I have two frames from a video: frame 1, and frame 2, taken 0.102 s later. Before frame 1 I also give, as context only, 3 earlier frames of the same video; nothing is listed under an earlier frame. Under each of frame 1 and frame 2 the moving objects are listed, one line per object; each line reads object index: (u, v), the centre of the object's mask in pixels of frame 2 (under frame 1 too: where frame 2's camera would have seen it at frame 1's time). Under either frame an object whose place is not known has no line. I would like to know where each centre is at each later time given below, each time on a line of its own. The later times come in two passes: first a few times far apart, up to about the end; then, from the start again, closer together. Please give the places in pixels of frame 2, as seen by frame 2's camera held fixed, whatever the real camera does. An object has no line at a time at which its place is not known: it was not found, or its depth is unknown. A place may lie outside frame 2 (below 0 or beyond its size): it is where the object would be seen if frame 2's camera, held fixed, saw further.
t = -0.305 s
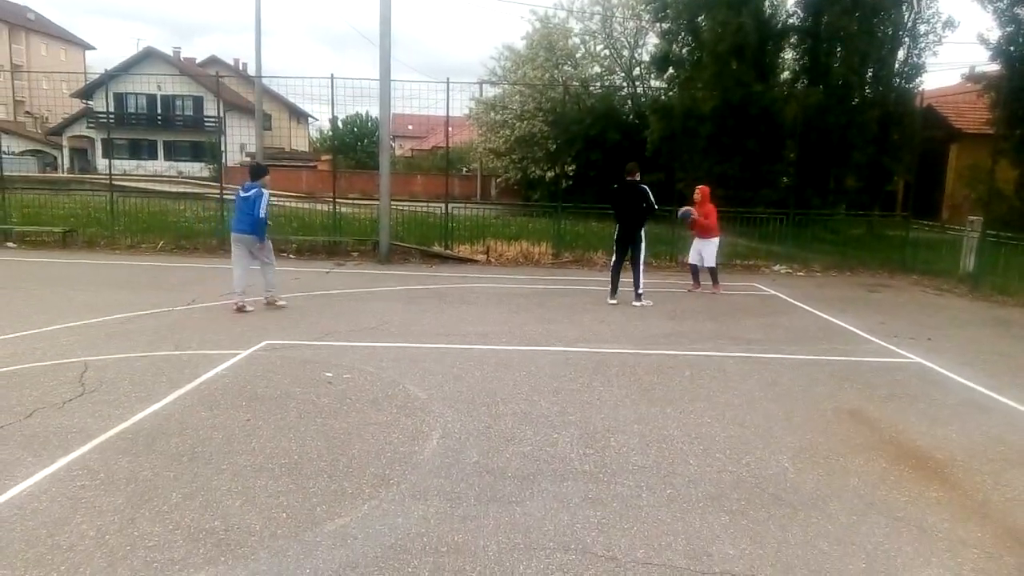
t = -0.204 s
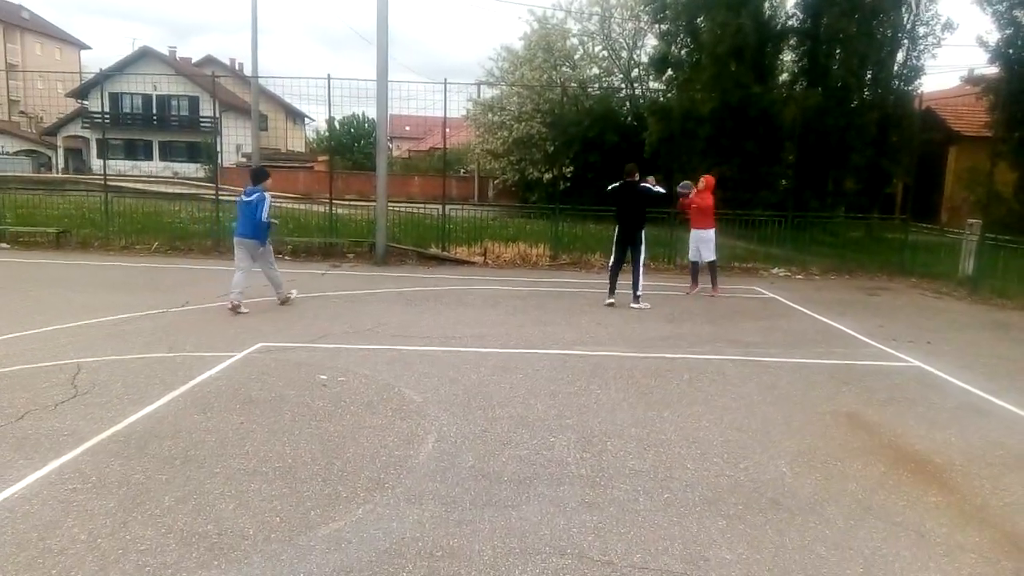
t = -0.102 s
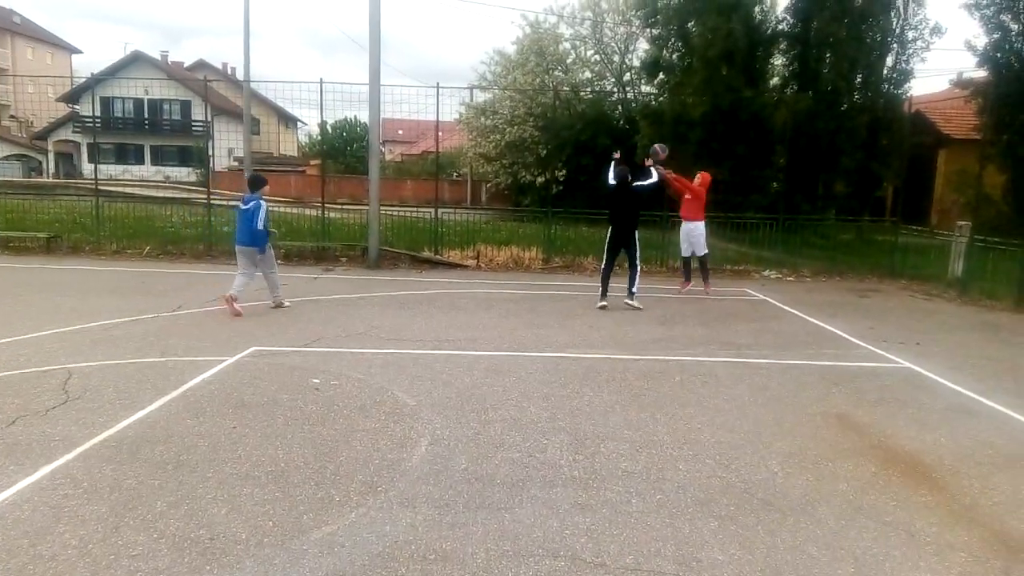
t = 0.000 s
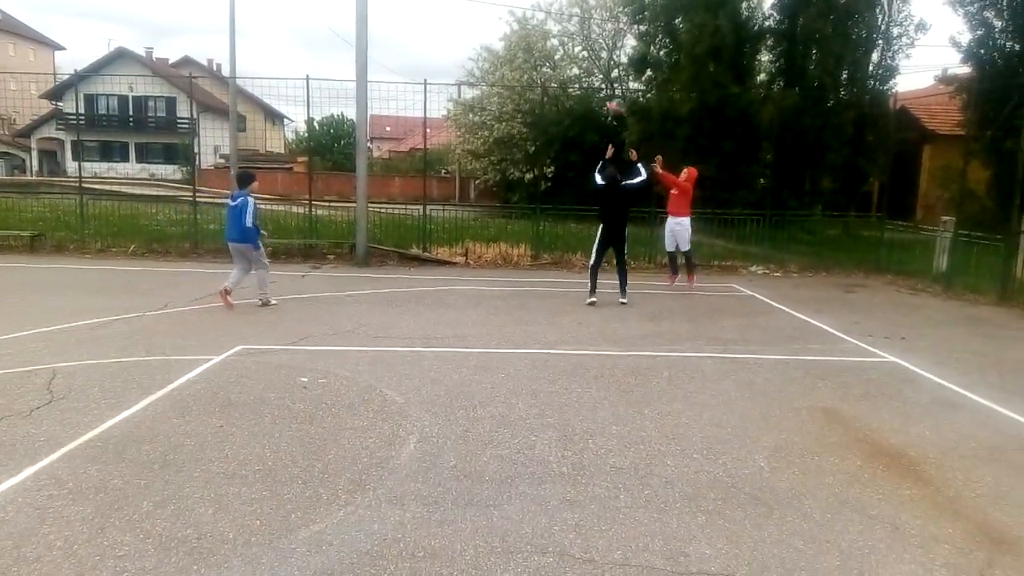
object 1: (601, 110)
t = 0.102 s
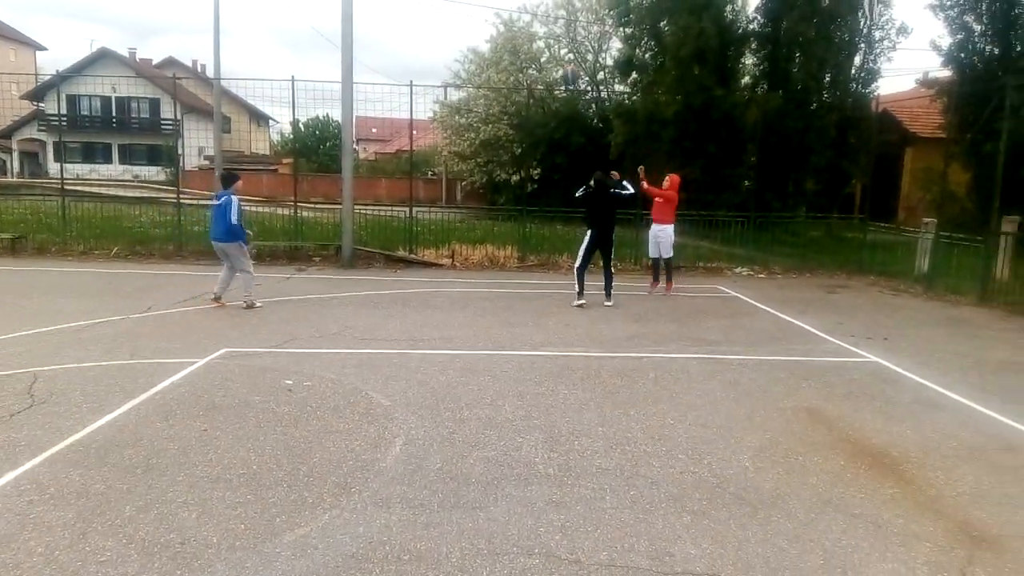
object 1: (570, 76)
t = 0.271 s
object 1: (514, 34)
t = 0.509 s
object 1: (430, 12)
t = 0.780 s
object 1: (330, 43)
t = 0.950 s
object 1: (266, 98)
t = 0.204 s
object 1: (538, 48)
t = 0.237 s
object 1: (525, 43)
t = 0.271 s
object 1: (514, 34)
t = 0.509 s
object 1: (430, 12)
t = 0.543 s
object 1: (418, 13)
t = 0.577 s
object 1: (405, 14)
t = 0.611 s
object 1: (393, 16)
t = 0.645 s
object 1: (380, 20)
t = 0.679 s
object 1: (367, 25)
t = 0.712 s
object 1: (355, 30)
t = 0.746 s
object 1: (341, 37)
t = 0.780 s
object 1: (330, 43)
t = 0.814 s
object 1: (317, 52)
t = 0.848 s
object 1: (304, 62)
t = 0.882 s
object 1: (292, 73)
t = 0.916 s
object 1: (279, 84)
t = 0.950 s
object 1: (266, 98)
